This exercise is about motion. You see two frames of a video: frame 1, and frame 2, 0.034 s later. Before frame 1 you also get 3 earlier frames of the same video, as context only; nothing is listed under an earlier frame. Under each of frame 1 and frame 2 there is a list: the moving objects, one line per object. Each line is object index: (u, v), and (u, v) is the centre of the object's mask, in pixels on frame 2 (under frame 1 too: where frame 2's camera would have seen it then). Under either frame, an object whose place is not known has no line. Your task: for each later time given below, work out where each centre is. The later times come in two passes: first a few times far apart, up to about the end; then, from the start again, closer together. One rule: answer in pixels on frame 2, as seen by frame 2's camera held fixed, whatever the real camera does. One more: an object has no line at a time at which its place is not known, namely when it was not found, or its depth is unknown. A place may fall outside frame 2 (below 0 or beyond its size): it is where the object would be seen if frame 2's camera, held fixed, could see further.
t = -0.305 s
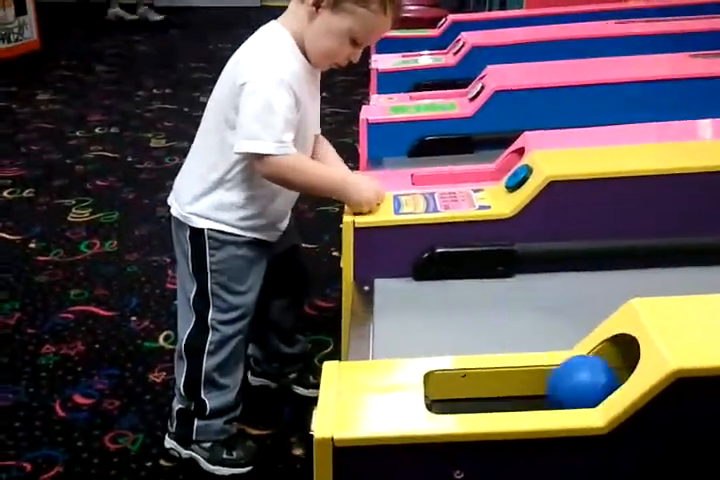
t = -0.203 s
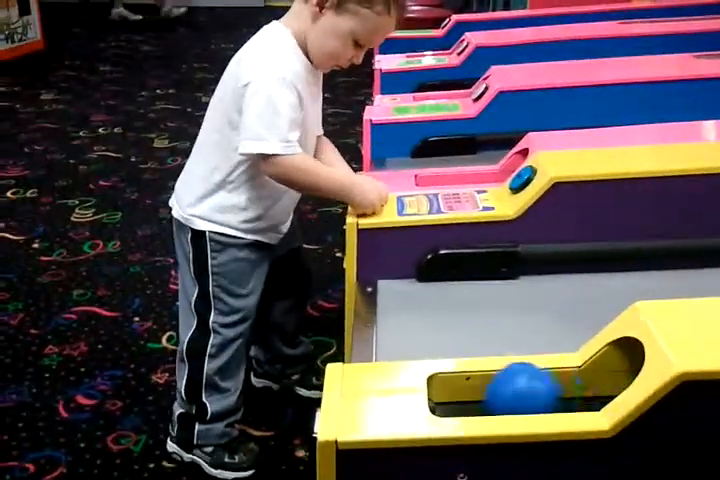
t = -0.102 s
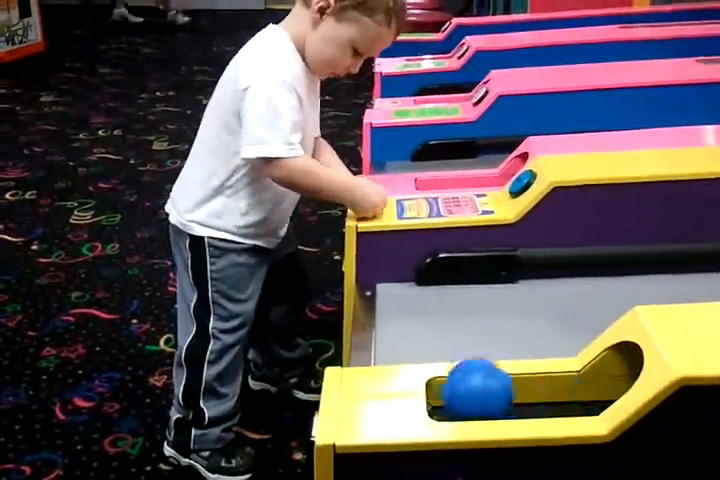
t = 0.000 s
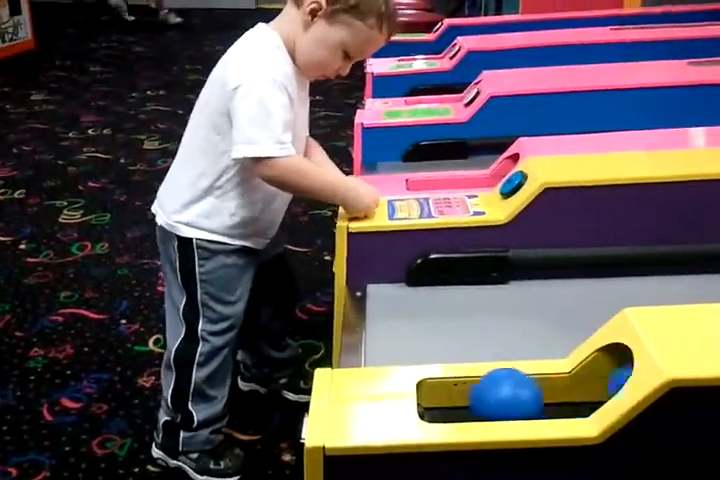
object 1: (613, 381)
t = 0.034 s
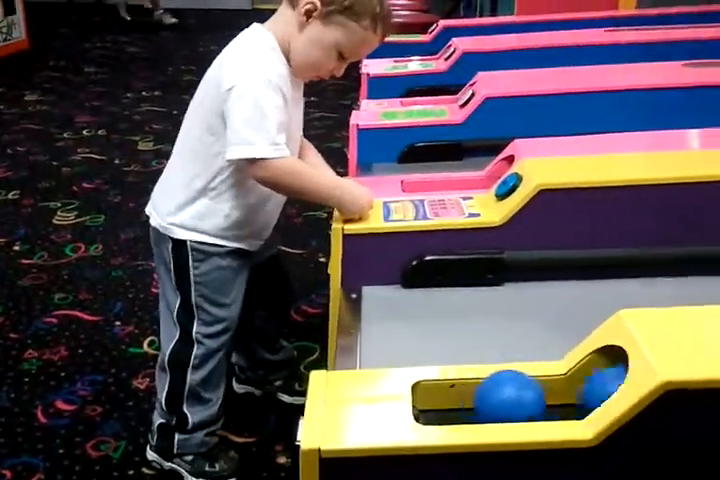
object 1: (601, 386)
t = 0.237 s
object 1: (535, 398)
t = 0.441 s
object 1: (529, 398)
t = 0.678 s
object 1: (527, 398)
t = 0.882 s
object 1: (527, 398)
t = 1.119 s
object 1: (527, 398)
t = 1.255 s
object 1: (527, 398)
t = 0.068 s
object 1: (588, 391)
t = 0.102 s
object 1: (576, 393)
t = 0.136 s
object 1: (556, 397)
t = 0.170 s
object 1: (536, 398)
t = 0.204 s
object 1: (533, 398)
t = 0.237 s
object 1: (535, 398)
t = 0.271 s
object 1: (531, 399)
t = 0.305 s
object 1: (529, 398)
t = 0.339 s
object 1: (529, 398)
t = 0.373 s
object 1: (530, 398)
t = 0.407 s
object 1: (529, 398)
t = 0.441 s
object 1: (529, 398)
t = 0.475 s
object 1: (528, 398)
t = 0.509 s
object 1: (527, 398)
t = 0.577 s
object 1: (527, 398)
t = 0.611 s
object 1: (527, 398)
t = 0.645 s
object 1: (527, 398)
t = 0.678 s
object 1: (527, 398)
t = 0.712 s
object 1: (527, 398)
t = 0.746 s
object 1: (527, 398)
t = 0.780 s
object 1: (527, 398)
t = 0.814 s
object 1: (527, 398)
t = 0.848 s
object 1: (527, 398)
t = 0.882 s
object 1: (527, 398)
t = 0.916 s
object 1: (527, 398)
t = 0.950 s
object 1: (527, 398)
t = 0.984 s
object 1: (527, 398)
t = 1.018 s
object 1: (527, 398)
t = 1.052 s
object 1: (527, 398)
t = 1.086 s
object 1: (527, 398)
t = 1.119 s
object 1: (527, 398)
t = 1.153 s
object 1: (527, 398)
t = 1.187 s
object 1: (527, 398)
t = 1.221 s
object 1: (527, 398)
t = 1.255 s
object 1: (527, 398)
